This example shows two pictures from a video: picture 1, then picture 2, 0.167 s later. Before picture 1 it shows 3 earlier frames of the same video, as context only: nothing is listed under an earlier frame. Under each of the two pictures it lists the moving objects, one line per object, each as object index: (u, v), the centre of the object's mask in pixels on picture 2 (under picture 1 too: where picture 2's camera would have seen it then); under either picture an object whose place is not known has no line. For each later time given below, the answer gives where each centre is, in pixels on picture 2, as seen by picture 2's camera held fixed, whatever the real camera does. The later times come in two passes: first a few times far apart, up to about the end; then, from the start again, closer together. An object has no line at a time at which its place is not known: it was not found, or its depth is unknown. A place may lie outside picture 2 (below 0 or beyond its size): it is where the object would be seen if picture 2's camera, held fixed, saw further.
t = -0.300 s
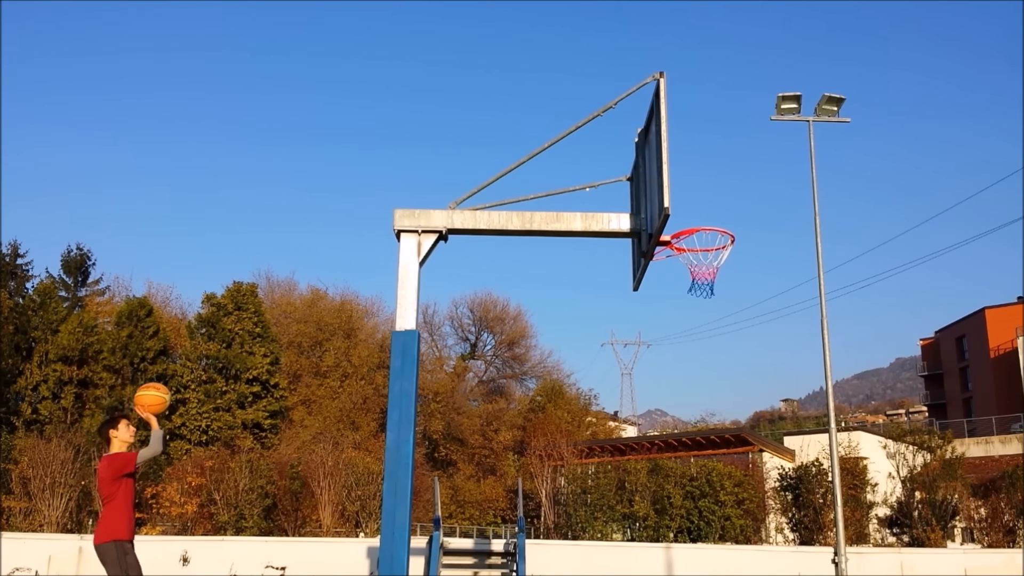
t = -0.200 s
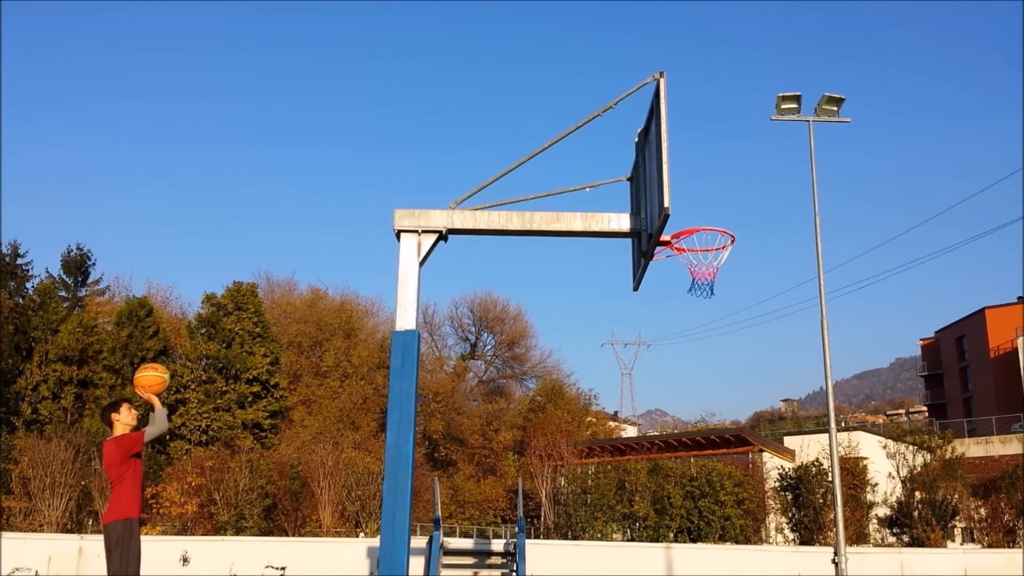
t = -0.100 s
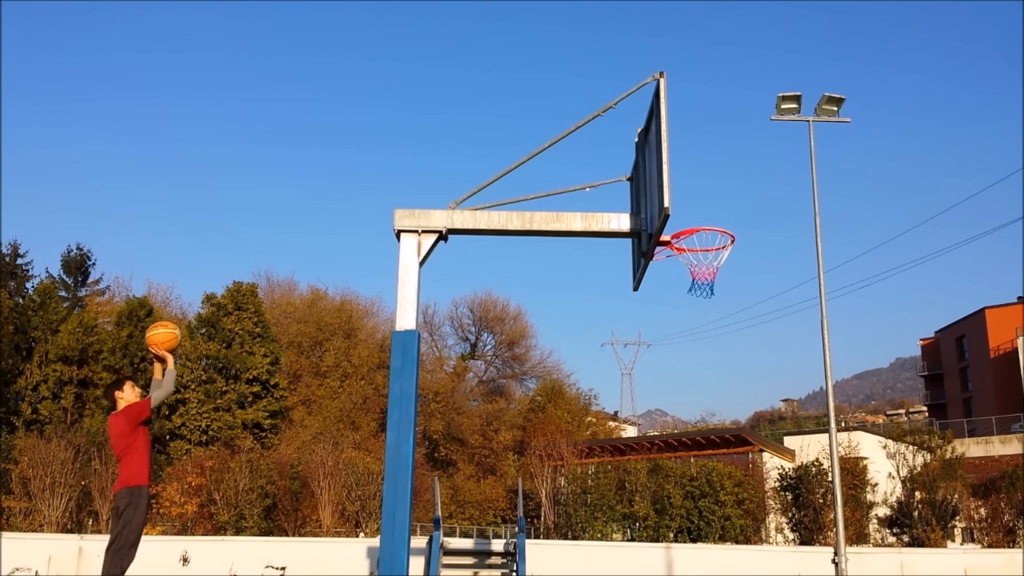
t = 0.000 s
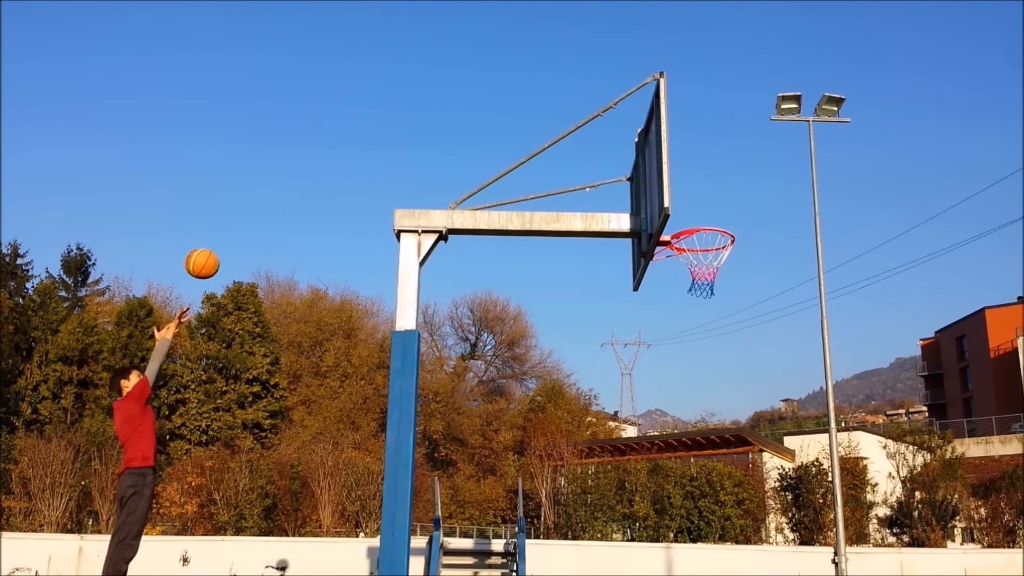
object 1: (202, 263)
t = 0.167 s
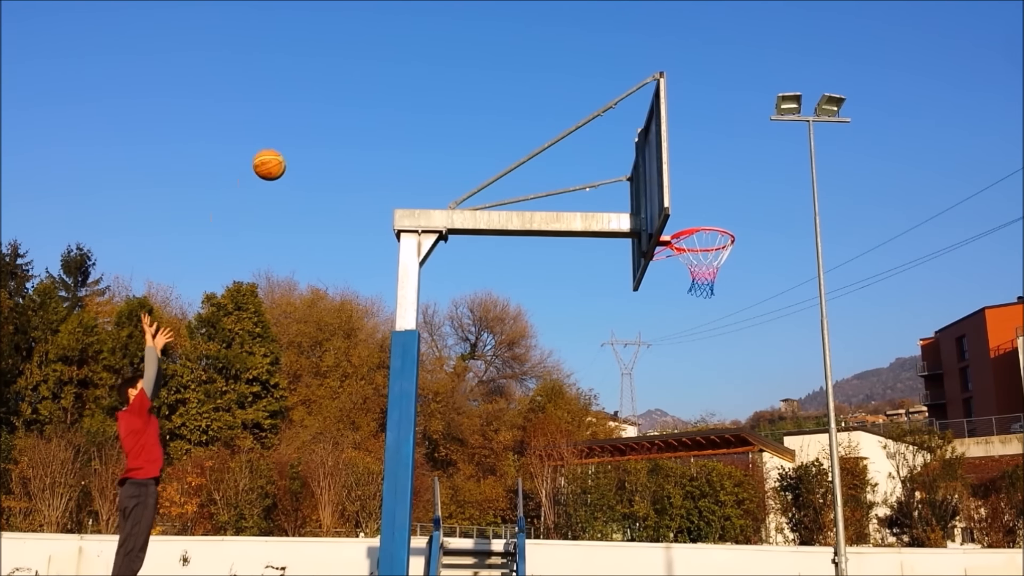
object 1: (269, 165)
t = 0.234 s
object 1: (294, 135)
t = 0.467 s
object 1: (376, 72)
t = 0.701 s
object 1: (454, 69)
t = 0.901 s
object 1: (519, 114)
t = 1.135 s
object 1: (587, 185)
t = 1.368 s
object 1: (611, 118)
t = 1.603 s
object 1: (634, 110)
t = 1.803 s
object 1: (644, 107)
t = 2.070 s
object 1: (680, 141)
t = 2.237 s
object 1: (696, 204)
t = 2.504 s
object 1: (705, 255)
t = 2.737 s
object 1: (705, 289)
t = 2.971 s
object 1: (707, 387)
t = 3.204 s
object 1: (715, 562)
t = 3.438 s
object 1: (714, 540)
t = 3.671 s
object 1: (709, 442)
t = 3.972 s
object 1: (707, 418)
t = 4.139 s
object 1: (709, 452)
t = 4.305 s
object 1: (712, 522)
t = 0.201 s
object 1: (282, 149)
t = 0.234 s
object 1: (294, 135)
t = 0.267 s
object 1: (306, 122)
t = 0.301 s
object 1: (318, 111)
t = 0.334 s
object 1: (330, 101)
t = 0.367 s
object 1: (342, 92)
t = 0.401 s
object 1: (353, 84)
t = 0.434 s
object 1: (365, 78)
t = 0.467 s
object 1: (376, 72)
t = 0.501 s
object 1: (387, 68)
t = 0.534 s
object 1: (398, 66)
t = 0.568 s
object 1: (410, 64)
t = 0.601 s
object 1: (421, 64)
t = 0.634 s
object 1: (432, 64)
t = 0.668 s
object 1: (443, 66)
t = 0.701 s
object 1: (454, 69)
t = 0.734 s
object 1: (465, 73)
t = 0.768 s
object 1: (476, 79)
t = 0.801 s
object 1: (486, 86)
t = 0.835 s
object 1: (497, 94)
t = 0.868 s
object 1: (508, 104)
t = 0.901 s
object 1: (519, 114)
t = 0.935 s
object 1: (530, 126)
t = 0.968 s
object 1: (539, 136)
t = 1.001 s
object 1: (554, 157)
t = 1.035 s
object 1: (564, 171)
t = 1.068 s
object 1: (575, 189)
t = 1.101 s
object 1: (584, 199)
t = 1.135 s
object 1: (587, 185)
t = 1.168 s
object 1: (590, 172)
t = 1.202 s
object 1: (594, 159)
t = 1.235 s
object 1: (597, 148)
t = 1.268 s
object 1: (601, 139)
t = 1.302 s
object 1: (604, 130)
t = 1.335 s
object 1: (608, 124)
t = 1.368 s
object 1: (611, 118)
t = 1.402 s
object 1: (616, 116)
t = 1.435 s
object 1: (619, 113)
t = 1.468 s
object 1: (621, 107)
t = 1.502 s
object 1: (625, 107)
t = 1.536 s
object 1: (628, 107)
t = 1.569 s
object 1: (631, 108)
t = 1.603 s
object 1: (634, 110)
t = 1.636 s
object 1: (636, 113)
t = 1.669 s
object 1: (637, 117)
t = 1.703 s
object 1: (639, 115)
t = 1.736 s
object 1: (641, 112)
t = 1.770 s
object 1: (643, 109)
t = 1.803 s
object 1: (644, 107)
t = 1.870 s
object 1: (670, 109)
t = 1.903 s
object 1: (671, 111)
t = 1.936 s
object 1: (673, 114)
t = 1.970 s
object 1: (674, 119)
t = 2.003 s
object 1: (676, 125)
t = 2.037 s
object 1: (678, 133)
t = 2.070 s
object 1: (680, 141)
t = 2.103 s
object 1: (682, 151)
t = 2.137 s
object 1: (685, 162)
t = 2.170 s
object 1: (689, 175)
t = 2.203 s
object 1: (692, 189)
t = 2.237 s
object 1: (696, 204)
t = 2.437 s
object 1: (706, 254)
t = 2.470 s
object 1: (706, 254)
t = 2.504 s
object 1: (705, 255)
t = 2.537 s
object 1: (705, 257)
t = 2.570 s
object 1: (705, 260)
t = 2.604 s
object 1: (705, 264)
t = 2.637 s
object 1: (705, 268)
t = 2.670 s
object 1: (705, 274)
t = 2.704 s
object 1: (705, 281)
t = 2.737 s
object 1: (705, 289)
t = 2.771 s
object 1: (705, 300)
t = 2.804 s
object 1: (706, 310)
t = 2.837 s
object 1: (706, 322)
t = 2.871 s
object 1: (706, 336)
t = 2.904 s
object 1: (707, 352)
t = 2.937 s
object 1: (707, 369)
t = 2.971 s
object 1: (707, 387)
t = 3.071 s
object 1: (710, 452)
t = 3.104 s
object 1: (712, 477)
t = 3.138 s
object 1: (713, 504)
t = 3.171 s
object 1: (714, 533)
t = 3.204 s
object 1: (715, 562)
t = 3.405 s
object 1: (715, 561)
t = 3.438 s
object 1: (714, 540)
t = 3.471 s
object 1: (713, 521)
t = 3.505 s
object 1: (712, 504)
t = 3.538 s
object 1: (712, 488)
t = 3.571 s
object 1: (711, 475)
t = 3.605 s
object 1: (710, 462)
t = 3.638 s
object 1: (710, 451)
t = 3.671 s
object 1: (709, 442)
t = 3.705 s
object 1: (709, 434)
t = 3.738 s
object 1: (708, 427)
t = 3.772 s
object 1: (708, 421)
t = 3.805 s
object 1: (708, 418)
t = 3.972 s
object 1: (707, 418)
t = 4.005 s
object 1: (708, 422)
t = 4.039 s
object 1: (708, 427)
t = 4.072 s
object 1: (708, 434)
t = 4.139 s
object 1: (709, 452)
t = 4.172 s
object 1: (709, 463)
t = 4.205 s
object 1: (710, 475)
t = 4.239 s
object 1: (711, 489)
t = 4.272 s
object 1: (711, 505)
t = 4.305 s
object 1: (712, 522)
